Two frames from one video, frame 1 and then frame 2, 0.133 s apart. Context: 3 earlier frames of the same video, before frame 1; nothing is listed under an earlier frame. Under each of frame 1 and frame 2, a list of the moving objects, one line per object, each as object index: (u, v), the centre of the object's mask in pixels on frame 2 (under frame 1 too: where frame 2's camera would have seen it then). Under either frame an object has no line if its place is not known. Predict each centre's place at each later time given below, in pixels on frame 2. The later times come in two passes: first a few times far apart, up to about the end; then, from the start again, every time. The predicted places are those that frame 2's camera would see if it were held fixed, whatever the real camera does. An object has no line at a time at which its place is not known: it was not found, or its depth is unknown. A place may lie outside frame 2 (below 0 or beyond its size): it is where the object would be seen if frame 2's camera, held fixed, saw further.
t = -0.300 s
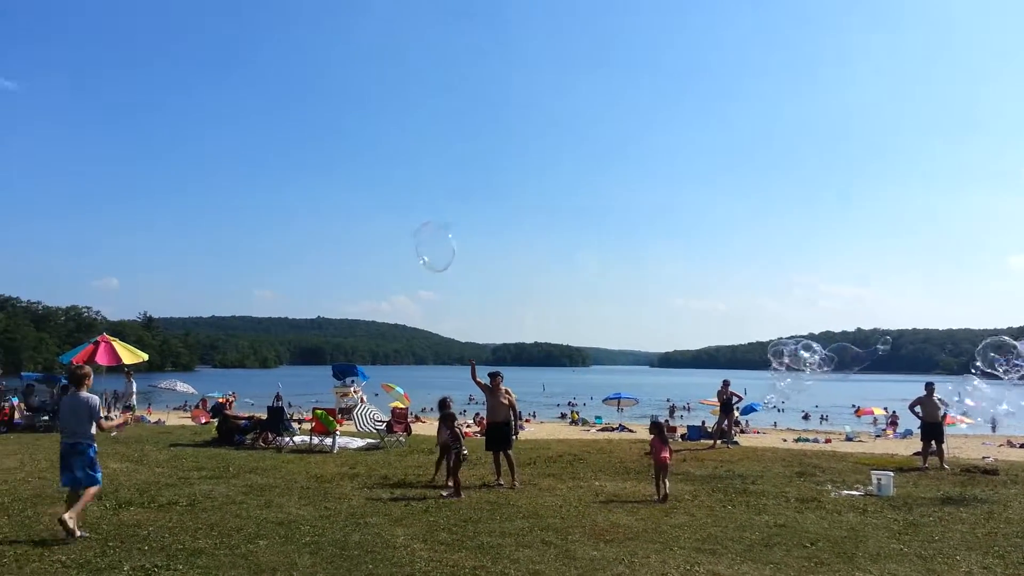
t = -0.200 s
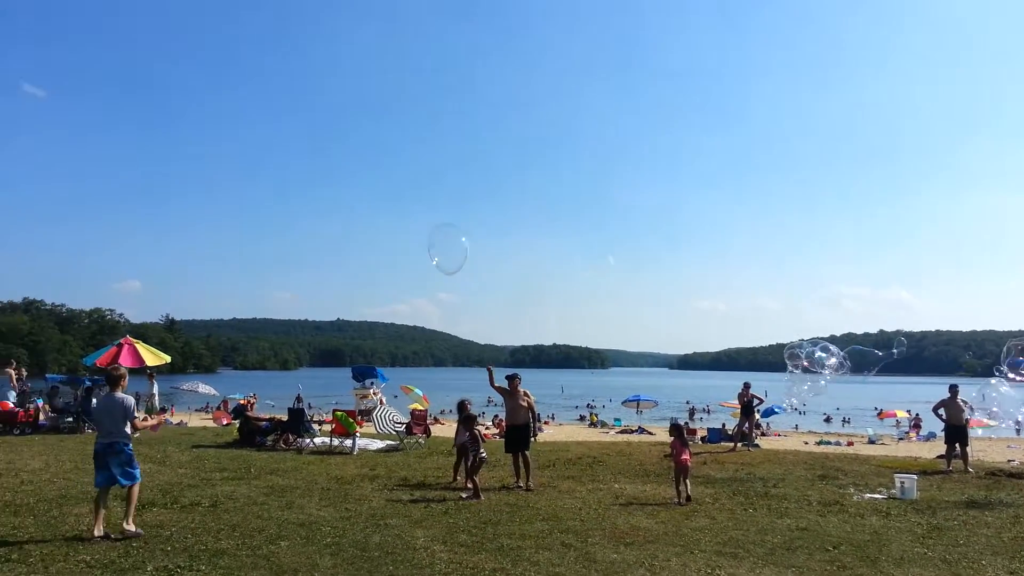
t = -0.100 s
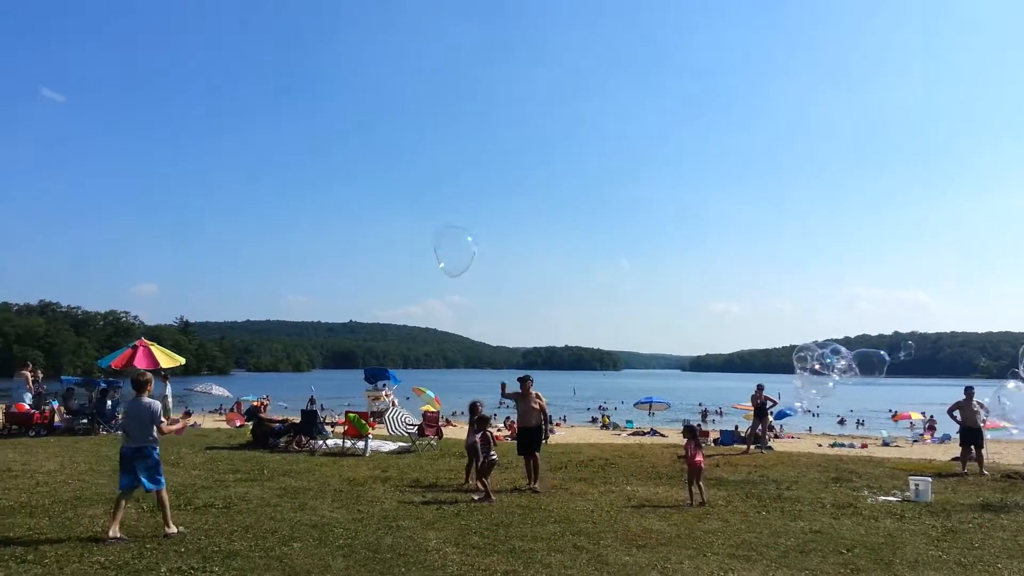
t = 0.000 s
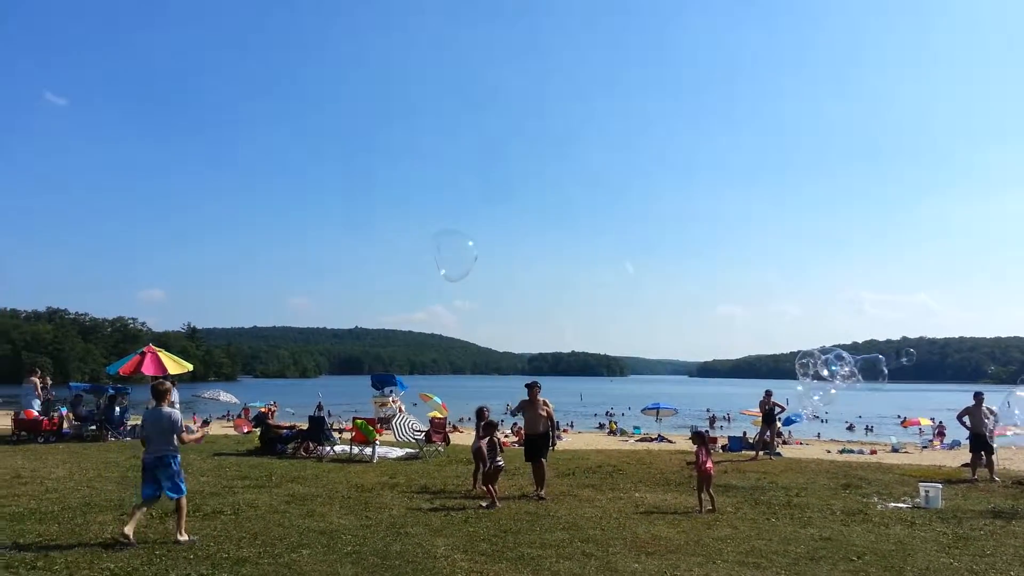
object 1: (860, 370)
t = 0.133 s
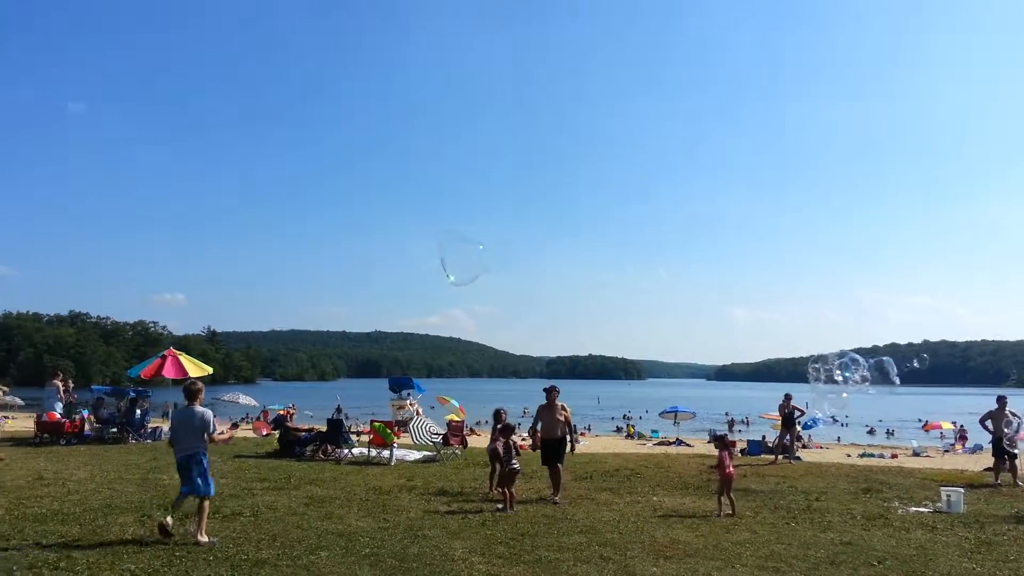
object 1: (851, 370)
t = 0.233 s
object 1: (846, 371)
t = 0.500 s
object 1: (831, 373)
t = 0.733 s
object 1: (816, 374)
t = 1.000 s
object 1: (796, 381)
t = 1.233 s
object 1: (783, 384)
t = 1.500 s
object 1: (769, 388)
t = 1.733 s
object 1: (760, 392)
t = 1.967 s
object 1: (749, 392)
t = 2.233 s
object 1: (737, 393)
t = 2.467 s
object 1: (725, 394)
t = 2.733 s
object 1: (713, 395)
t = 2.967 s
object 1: (705, 391)
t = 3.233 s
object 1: (696, 388)
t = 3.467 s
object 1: (689, 385)
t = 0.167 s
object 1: (850, 370)
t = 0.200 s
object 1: (848, 370)
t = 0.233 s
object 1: (846, 371)
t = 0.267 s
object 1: (844, 371)
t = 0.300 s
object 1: (842, 371)
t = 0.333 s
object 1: (841, 371)
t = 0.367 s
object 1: (839, 372)
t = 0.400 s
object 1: (837, 372)
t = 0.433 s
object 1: (835, 372)
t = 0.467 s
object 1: (833, 373)
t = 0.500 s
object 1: (831, 373)
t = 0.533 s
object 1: (829, 373)
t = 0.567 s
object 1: (828, 374)
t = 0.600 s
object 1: (826, 377)
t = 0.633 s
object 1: (823, 374)
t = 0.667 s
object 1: (819, 376)
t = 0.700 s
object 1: (818, 374)
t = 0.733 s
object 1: (816, 374)
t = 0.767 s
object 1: (813, 374)
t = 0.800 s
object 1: (810, 376)
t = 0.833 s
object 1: (808, 380)
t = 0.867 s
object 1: (805, 380)
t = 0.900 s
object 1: (802, 380)
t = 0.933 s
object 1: (801, 379)
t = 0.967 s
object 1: (798, 381)
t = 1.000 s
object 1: (796, 381)
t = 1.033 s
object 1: (795, 382)
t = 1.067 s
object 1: (794, 385)
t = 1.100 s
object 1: (792, 383)
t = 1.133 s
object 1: (789, 383)
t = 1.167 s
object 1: (787, 384)
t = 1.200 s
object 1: (786, 385)
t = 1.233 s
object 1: (783, 384)
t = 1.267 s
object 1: (783, 385)
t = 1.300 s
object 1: (781, 385)
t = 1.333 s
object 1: (780, 387)
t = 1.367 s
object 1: (778, 388)
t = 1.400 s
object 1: (776, 389)
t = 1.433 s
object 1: (772, 386)
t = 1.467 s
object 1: (772, 389)
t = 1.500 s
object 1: (769, 388)
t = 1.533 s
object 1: (769, 391)
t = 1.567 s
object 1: (767, 391)
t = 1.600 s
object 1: (766, 391)
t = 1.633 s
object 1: (765, 392)
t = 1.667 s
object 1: (762, 391)
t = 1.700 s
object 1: (760, 391)
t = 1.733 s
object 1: (760, 392)
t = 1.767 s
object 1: (758, 391)
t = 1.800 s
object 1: (757, 392)
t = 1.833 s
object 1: (754, 392)
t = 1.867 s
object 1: (754, 392)
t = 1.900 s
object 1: (752, 392)
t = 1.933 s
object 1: (750, 392)
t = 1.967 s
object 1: (749, 392)
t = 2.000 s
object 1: (748, 393)
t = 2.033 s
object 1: (747, 393)
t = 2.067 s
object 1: (747, 393)
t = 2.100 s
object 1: (745, 392)
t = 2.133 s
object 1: (743, 393)
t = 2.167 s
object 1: (741, 393)
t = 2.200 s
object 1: (738, 393)
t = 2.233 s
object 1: (737, 393)
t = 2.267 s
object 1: (734, 394)
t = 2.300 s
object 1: (732, 395)
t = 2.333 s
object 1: (730, 394)
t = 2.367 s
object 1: (729, 394)
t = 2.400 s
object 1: (734, 394)
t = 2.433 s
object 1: (727, 394)
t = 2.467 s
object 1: (725, 394)
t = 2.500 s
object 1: (724, 394)
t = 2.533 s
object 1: (727, 394)
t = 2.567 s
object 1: (721, 395)
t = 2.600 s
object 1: (718, 395)
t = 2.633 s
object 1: (717, 395)
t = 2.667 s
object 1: (715, 396)
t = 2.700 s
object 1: (714, 396)
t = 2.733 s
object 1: (713, 395)
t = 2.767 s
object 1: (712, 397)
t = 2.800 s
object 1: (713, 394)
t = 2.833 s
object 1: (712, 393)
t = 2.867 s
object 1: (709, 392)
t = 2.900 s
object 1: (708, 392)
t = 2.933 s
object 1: (706, 392)
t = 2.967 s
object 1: (705, 391)
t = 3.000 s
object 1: (703, 391)
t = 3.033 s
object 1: (701, 391)
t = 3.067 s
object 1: (701, 391)
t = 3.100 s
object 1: (700, 390)
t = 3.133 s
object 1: (698, 391)
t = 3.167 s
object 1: (697, 390)
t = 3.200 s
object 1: (696, 389)
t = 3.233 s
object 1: (696, 388)
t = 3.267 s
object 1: (695, 388)
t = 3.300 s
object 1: (695, 387)
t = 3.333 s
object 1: (694, 386)
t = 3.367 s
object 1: (694, 386)
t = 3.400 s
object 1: (693, 385)
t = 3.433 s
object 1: (690, 385)
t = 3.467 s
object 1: (689, 385)
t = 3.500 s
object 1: (687, 385)
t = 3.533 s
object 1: (687, 384)
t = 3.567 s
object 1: (685, 385)
